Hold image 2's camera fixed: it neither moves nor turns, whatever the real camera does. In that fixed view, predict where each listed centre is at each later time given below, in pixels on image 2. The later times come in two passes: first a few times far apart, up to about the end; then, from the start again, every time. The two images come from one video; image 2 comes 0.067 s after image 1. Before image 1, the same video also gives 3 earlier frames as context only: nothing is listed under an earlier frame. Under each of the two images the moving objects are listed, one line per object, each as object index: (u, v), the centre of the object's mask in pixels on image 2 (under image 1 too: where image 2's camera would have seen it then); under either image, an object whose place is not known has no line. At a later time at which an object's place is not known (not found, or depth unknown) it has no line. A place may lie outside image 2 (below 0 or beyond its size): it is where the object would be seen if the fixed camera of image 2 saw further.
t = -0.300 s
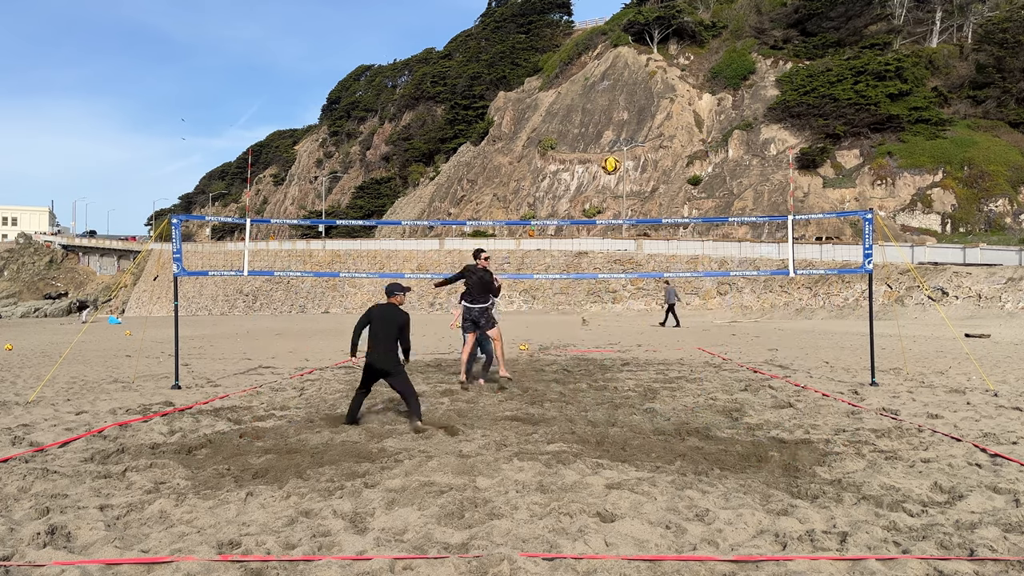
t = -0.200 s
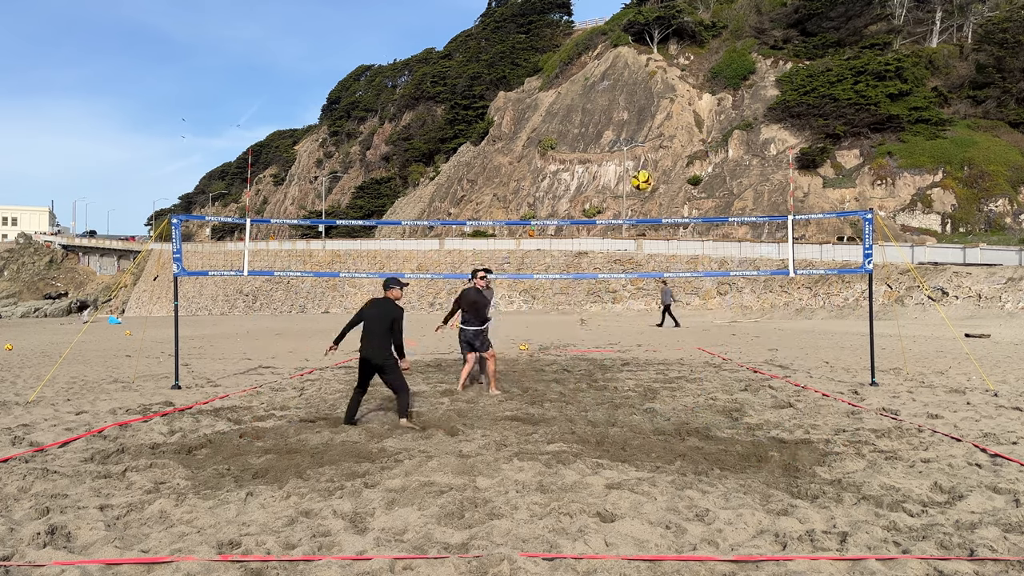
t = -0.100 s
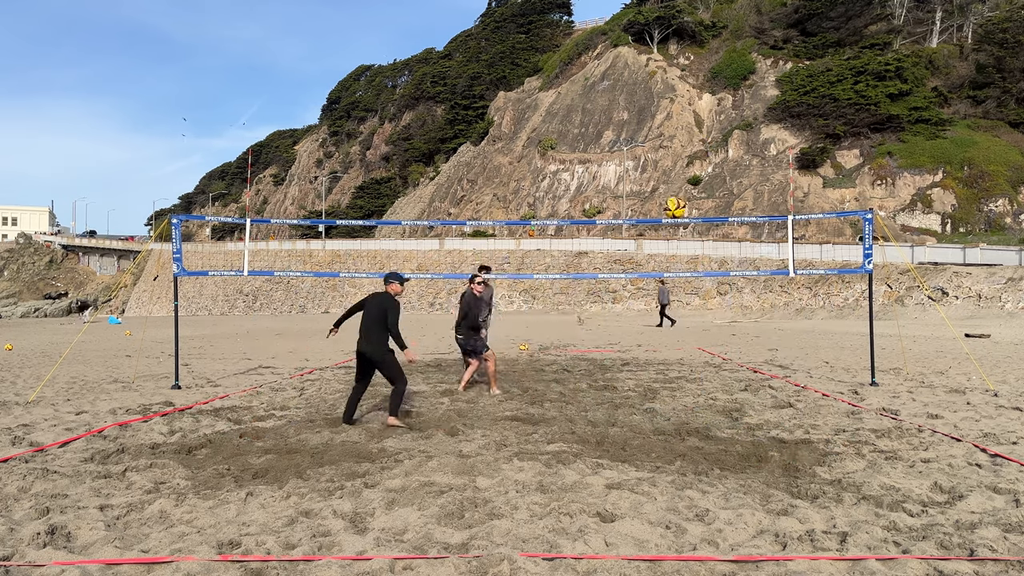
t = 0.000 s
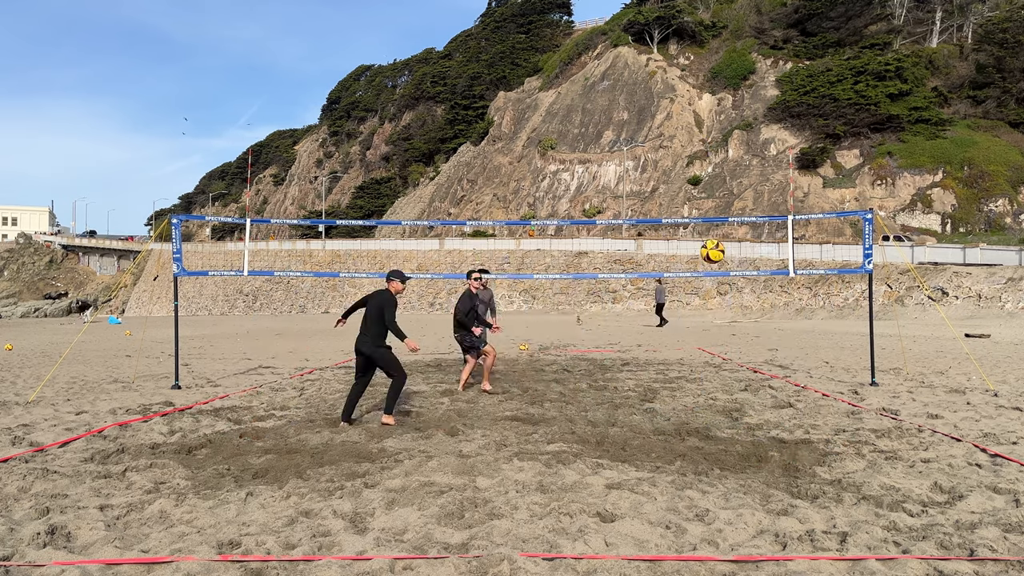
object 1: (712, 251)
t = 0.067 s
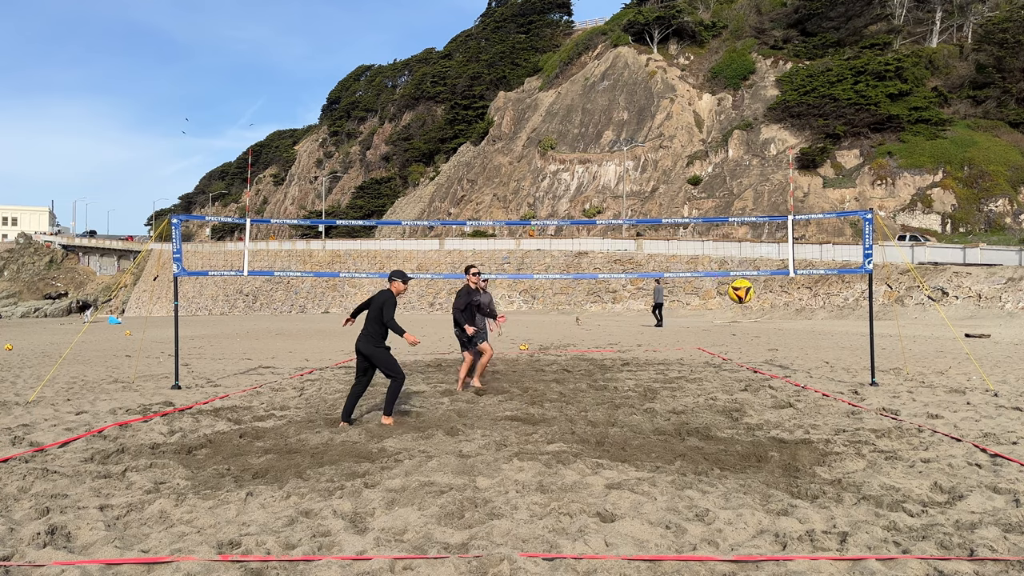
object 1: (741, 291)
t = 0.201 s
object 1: (806, 402)
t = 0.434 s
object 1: (823, 375)
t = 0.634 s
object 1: (802, 318)
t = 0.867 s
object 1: (776, 322)
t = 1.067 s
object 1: (752, 391)
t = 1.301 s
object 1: (721, 491)
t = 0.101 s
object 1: (755, 314)
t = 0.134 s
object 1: (772, 340)
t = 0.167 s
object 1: (789, 369)
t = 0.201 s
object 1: (806, 402)
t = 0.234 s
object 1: (824, 437)
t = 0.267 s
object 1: (839, 463)
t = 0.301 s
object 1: (836, 443)
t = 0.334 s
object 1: (833, 424)
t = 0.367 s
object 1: (829, 406)
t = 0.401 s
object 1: (826, 390)
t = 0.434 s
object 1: (823, 375)
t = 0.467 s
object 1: (820, 362)
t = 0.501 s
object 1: (816, 350)
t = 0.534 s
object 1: (813, 340)
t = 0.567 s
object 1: (809, 331)
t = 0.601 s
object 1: (806, 323)
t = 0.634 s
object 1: (802, 318)
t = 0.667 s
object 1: (798, 313)
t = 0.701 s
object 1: (795, 310)
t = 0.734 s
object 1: (792, 310)
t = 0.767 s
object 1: (788, 310)
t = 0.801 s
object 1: (784, 312)
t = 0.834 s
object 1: (780, 316)
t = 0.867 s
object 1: (776, 322)
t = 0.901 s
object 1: (772, 330)
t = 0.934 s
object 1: (768, 338)
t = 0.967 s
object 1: (764, 349)
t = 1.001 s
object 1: (760, 361)
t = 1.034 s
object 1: (756, 376)
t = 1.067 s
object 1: (752, 391)
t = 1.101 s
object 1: (748, 410)
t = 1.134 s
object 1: (744, 430)
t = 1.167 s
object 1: (740, 452)
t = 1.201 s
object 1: (735, 475)
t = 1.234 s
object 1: (731, 485)
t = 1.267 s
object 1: (726, 487)
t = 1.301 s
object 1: (721, 491)
